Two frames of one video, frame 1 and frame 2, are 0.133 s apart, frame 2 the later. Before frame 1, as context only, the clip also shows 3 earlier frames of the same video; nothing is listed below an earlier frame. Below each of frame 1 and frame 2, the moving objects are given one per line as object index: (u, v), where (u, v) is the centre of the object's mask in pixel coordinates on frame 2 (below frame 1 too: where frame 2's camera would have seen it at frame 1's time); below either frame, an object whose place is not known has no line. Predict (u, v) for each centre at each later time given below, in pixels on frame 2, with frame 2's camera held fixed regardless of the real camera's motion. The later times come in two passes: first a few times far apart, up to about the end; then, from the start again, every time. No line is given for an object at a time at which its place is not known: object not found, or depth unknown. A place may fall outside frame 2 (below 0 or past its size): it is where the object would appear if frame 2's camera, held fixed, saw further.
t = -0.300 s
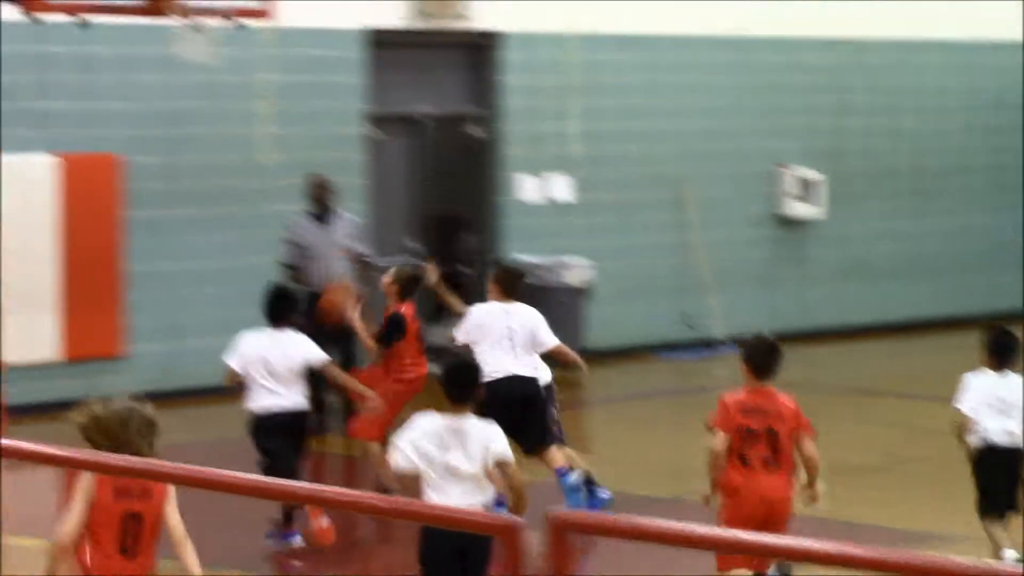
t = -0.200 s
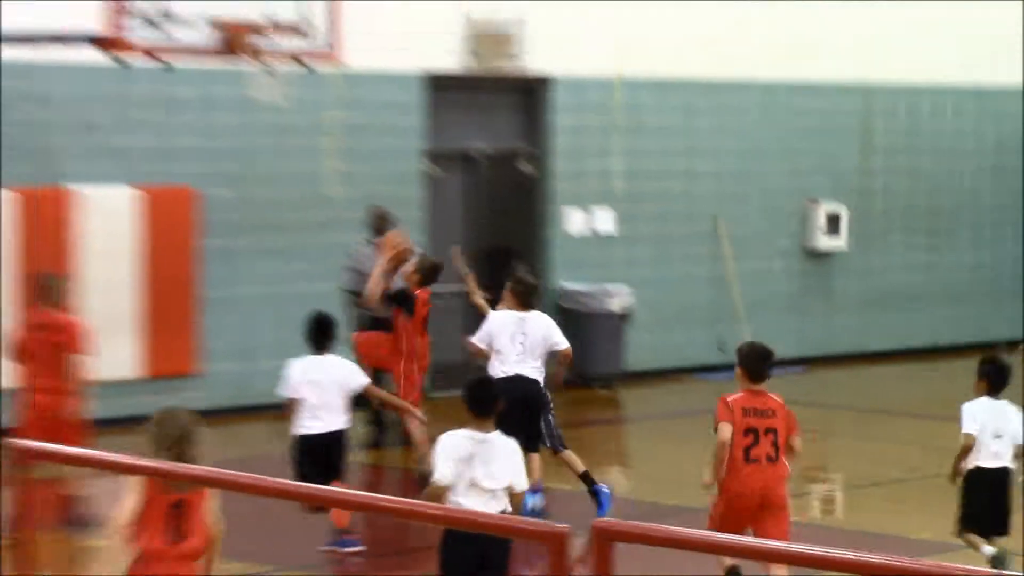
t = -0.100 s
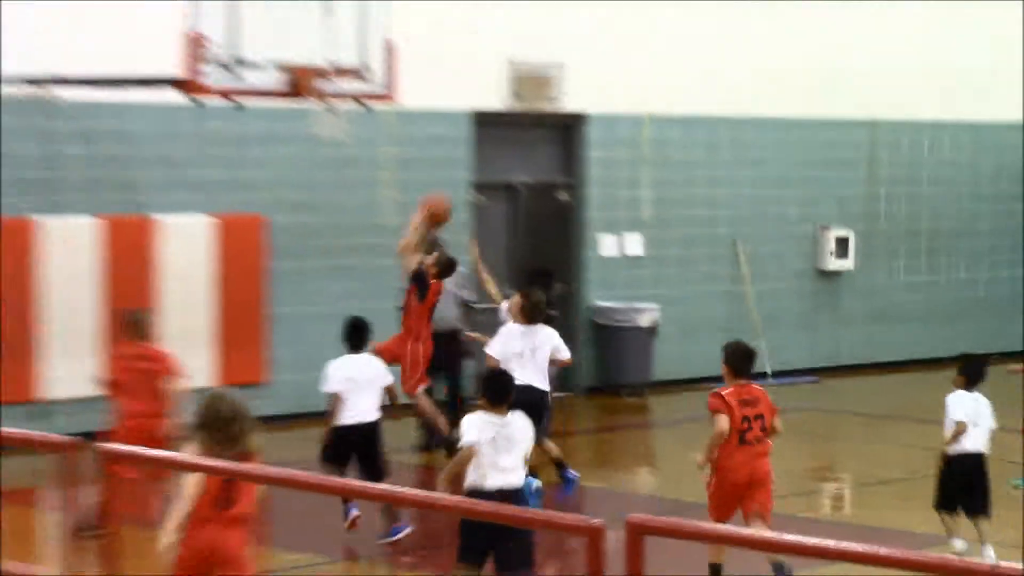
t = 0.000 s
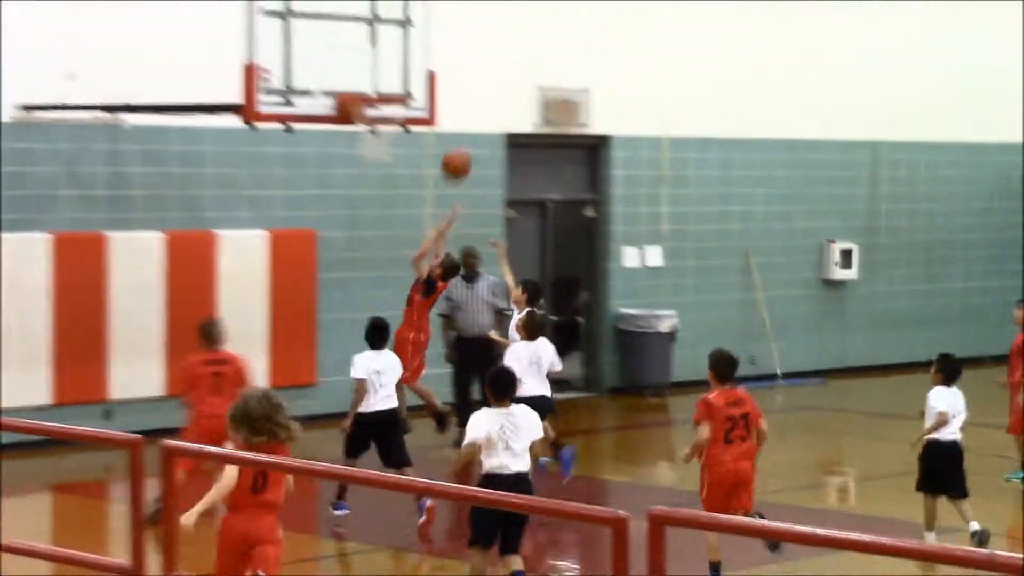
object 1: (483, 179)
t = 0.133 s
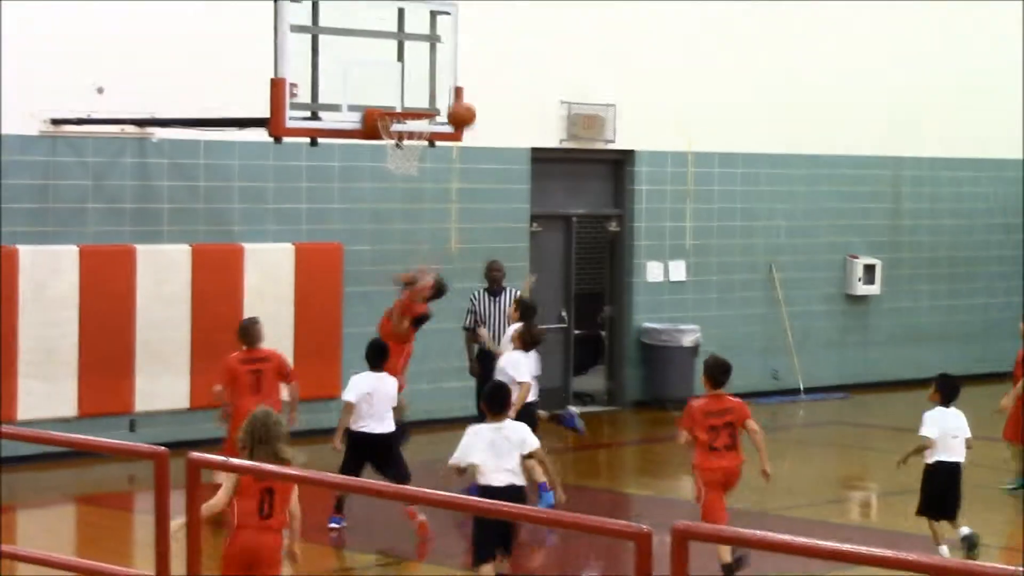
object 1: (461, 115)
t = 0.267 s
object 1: (441, 75)
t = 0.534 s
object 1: (401, 61)
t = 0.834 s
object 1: (369, 74)
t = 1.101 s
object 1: (386, 89)
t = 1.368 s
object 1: (419, 103)
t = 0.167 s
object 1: (457, 103)
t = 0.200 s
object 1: (452, 92)
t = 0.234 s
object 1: (446, 83)
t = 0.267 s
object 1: (441, 75)
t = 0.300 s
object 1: (436, 69)
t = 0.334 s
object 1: (431, 64)
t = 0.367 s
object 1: (426, 60)
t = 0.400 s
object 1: (421, 57)
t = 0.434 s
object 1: (415, 56)
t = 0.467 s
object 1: (411, 57)
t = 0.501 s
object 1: (406, 59)
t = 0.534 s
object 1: (401, 61)
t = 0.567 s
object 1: (396, 66)
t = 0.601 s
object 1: (391, 71)
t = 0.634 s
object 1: (386, 78)
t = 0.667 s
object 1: (381, 87)
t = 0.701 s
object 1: (377, 95)
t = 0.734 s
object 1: (373, 91)
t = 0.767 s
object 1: (369, 84)
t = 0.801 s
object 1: (367, 78)
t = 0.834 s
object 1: (369, 74)
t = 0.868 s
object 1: (371, 71)
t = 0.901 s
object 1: (373, 69)
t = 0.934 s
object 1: (376, 69)
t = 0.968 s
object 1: (377, 70)
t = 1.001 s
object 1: (380, 73)
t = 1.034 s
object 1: (382, 77)
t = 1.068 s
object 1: (384, 82)
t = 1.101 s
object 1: (386, 89)
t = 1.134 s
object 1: (388, 97)
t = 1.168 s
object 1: (392, 97)
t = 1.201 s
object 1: (397, 96)
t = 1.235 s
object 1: (402, 96)
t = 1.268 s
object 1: (407, 97)
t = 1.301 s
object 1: (411, 98)
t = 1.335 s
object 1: (417, 101)
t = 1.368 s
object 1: (419, 103)
